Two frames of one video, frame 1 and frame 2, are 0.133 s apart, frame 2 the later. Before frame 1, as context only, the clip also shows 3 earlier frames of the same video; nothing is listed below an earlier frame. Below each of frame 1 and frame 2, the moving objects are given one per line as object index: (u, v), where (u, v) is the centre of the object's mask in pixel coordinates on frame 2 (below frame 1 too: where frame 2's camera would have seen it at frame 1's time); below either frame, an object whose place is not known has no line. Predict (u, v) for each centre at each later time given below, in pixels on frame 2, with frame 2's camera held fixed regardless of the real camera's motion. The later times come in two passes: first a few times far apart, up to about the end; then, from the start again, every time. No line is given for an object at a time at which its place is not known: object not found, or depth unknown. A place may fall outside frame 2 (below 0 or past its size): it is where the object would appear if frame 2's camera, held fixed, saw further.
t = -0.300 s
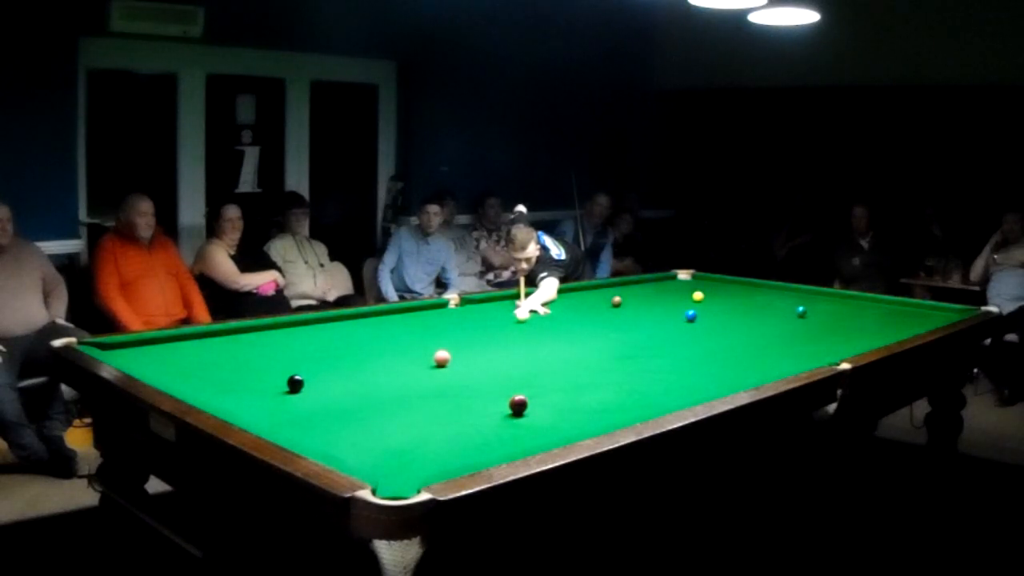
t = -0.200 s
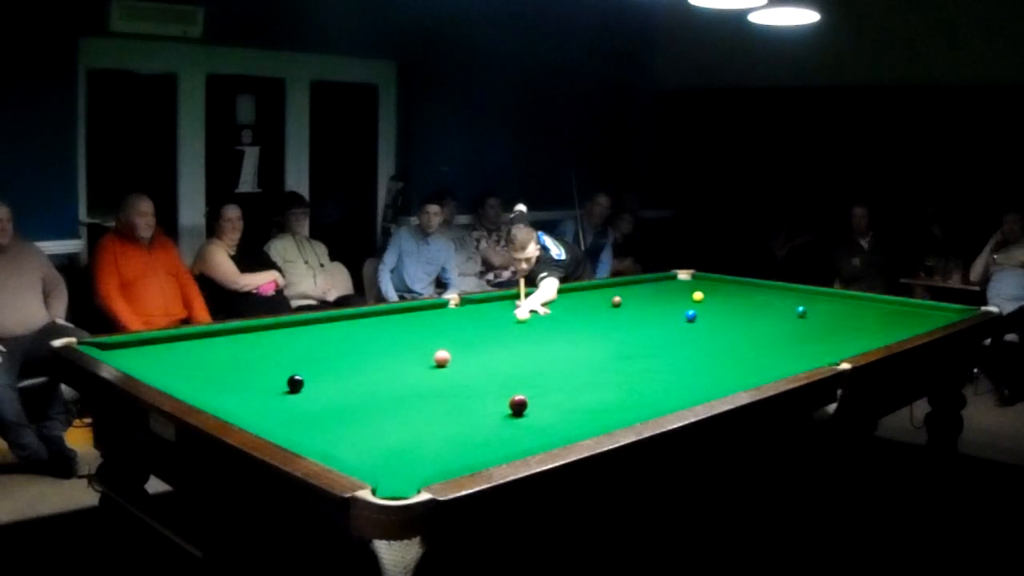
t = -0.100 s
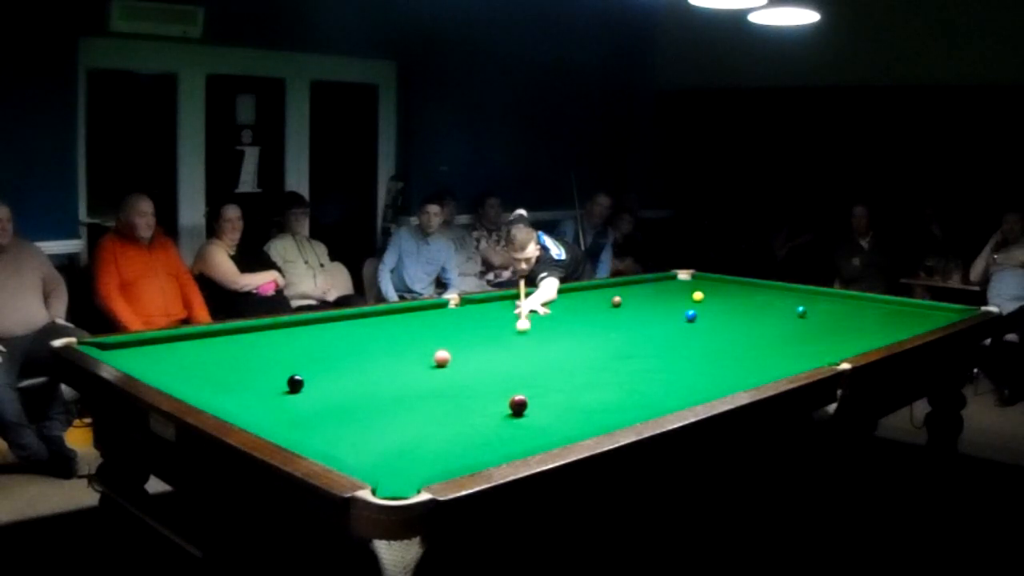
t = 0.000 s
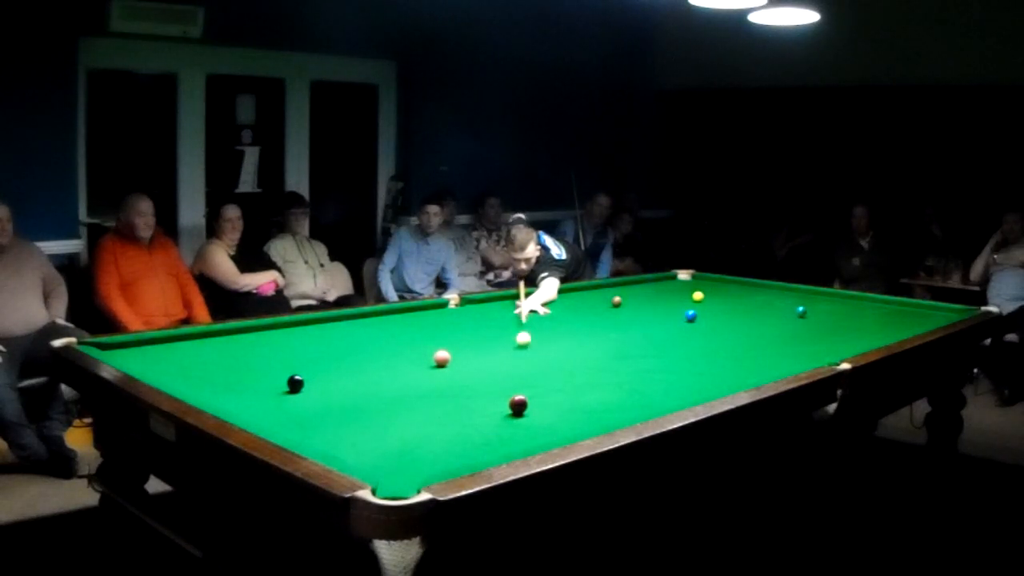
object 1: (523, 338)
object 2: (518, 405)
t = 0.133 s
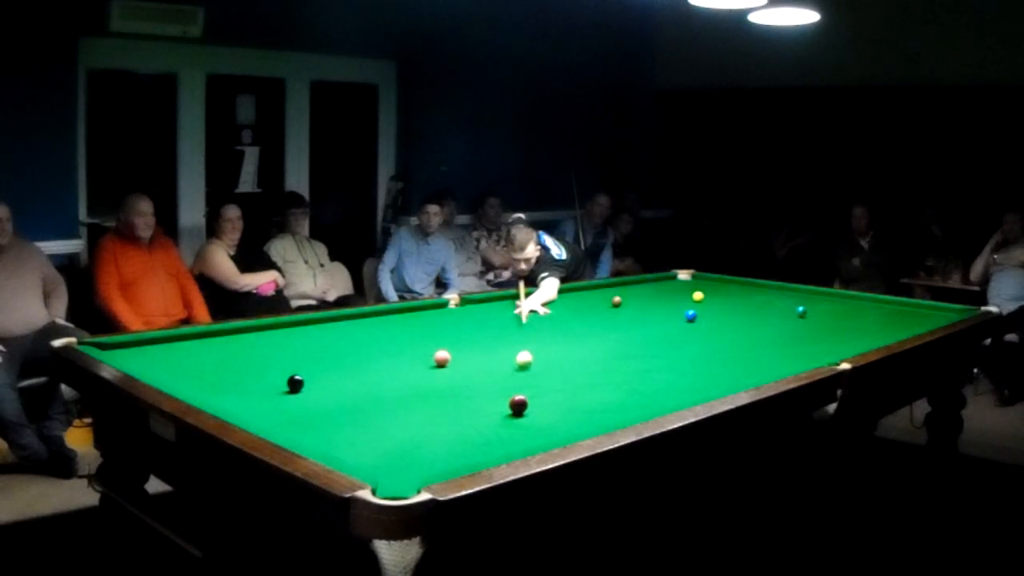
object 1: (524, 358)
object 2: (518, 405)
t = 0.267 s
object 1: (524, 381)
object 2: (518, 405)
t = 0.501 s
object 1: (560, 407)
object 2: (482, 427)
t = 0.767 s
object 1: (592, 418)
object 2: (414, 469)
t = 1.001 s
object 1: (548, 410)
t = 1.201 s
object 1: (514, 403)
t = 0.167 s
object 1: (524, 363)
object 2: (518, 405)
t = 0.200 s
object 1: (524, 369)
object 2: (518, 405)
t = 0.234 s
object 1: (524, 375)
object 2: (518, 405)
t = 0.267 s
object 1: (524, 381)
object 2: (518, 405)
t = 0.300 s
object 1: (525, 386)
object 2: (518, 405)
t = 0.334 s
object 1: (526, 391)
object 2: (518, 405)
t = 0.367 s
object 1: (528, 398)
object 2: (516, 407)
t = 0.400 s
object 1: (535, 401)
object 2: (508, 410)
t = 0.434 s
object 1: (544, 403)
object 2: (499, 416)
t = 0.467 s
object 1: (552, 405)
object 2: (491, 421)
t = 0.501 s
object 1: (560, 407)
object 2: (482, 427)
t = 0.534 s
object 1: (569, 409)
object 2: (473, 432)
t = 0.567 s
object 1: (576, 412)
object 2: (464, 437)
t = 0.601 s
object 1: (584, 415)
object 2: (456, 442)
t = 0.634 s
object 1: (591, 416)
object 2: (448, 448)
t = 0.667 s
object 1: (598, 417)
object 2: (440, 453)
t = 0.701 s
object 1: (605, 418)
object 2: (431, 457)
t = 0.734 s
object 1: (599, 418)
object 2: (423, 463)
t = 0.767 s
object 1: (592, 418)
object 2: (414, 469)
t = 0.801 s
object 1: (585, 417)
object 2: (405, 474)
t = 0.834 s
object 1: (579, 417)
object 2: (395, 482)
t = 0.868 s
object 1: (572, 416)
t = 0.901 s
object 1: (566, 414)
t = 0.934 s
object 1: (560, 413)
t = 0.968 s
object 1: (554, 412)
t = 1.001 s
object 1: (548, 410)
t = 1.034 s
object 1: (542, 409)
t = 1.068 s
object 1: (536, 408)
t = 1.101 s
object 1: (530, 407)
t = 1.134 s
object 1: (525, 405)
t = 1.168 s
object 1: (519, 404)
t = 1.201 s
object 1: (514, 403)
